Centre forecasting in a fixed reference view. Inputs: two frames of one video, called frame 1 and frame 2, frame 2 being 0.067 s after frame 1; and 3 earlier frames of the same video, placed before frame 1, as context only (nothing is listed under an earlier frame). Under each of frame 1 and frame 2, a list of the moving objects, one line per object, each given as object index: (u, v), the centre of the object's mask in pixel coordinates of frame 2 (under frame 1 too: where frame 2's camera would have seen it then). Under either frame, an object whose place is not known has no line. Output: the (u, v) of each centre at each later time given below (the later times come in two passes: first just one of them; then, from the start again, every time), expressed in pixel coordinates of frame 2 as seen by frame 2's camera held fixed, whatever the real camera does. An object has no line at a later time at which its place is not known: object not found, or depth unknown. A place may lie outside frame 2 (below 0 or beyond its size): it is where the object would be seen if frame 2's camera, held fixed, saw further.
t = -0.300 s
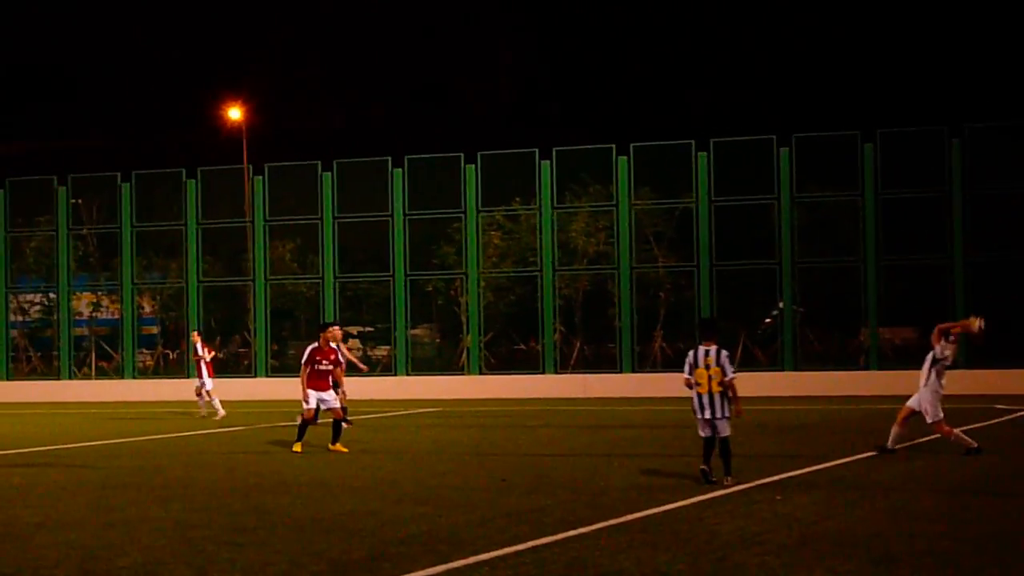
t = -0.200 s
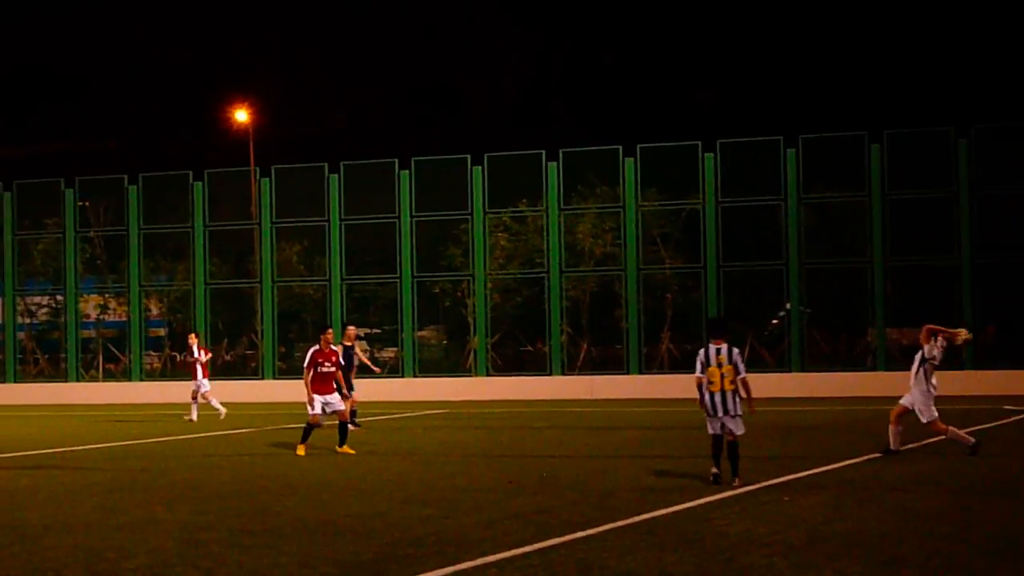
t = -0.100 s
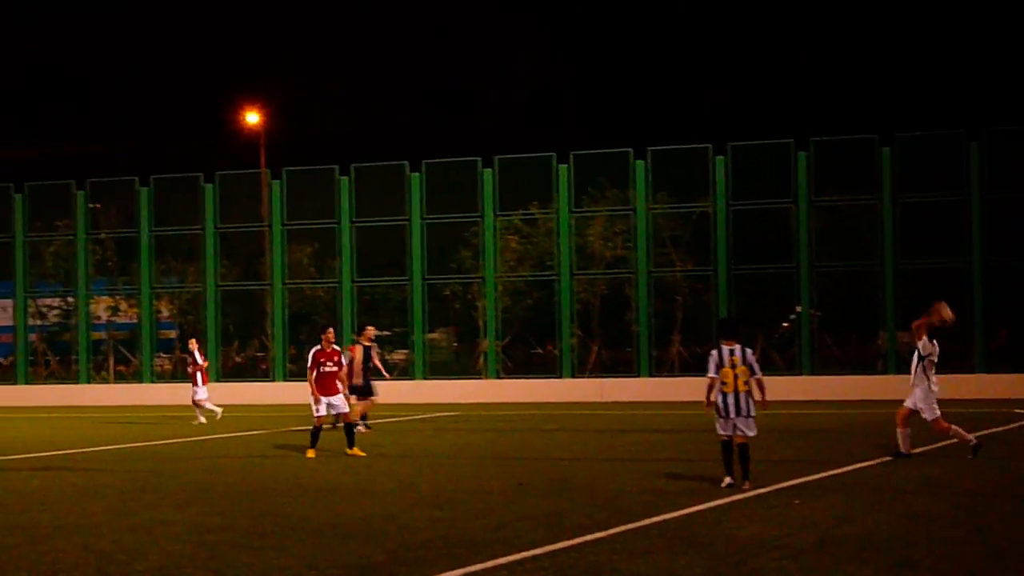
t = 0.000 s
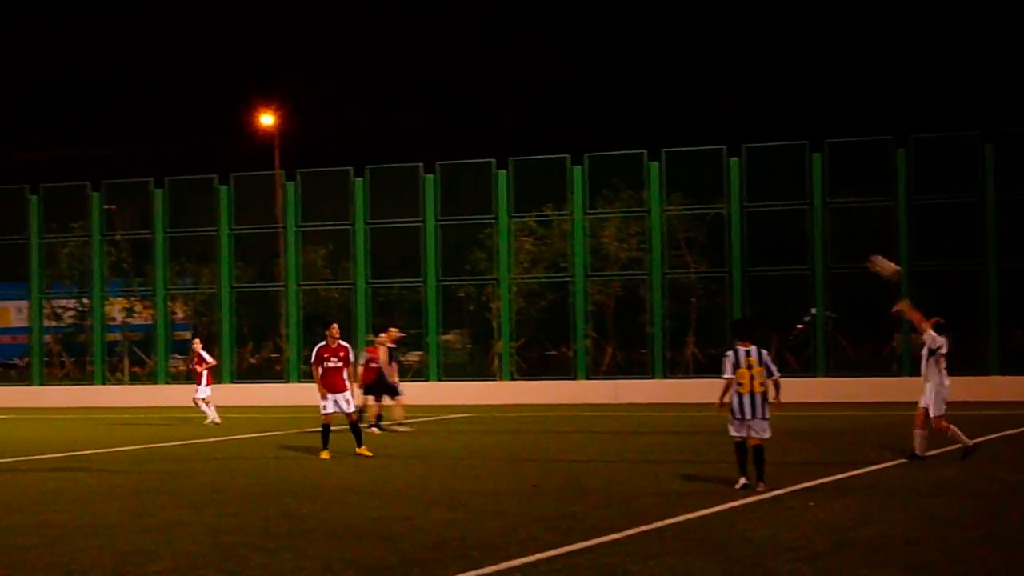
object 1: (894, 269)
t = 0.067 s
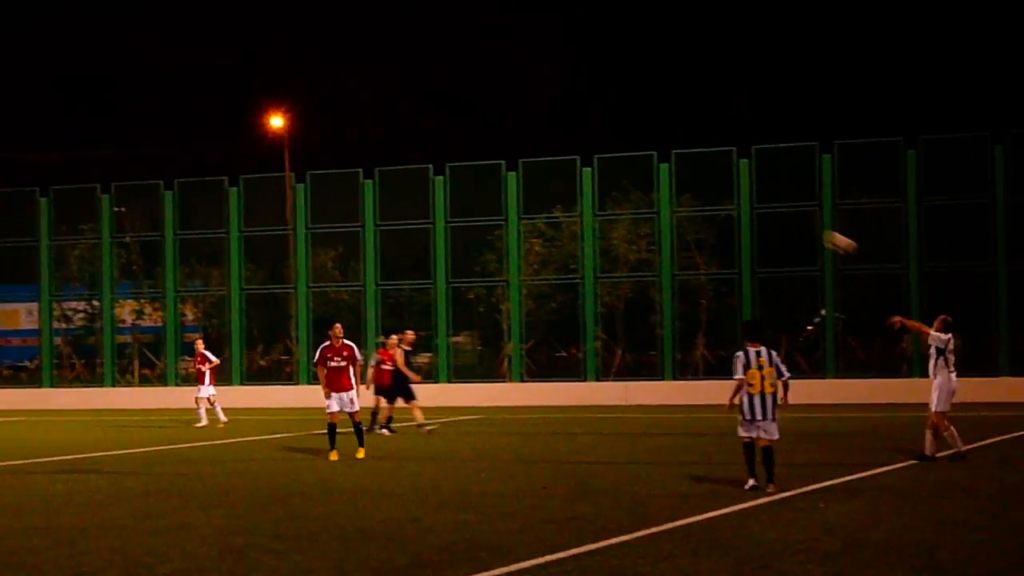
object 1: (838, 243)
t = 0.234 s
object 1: (712, 197)
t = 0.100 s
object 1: (812, 231)
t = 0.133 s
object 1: (786, 221)
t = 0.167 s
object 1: (760, 212)
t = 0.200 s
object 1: (736, 204)
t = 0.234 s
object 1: (712, 197)
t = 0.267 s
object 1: (688, 191)
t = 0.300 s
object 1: (663, 186)
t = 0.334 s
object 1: (640, 182)
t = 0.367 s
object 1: (619, 178)
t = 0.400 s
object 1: (597, 176)
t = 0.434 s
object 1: (576, 174)
